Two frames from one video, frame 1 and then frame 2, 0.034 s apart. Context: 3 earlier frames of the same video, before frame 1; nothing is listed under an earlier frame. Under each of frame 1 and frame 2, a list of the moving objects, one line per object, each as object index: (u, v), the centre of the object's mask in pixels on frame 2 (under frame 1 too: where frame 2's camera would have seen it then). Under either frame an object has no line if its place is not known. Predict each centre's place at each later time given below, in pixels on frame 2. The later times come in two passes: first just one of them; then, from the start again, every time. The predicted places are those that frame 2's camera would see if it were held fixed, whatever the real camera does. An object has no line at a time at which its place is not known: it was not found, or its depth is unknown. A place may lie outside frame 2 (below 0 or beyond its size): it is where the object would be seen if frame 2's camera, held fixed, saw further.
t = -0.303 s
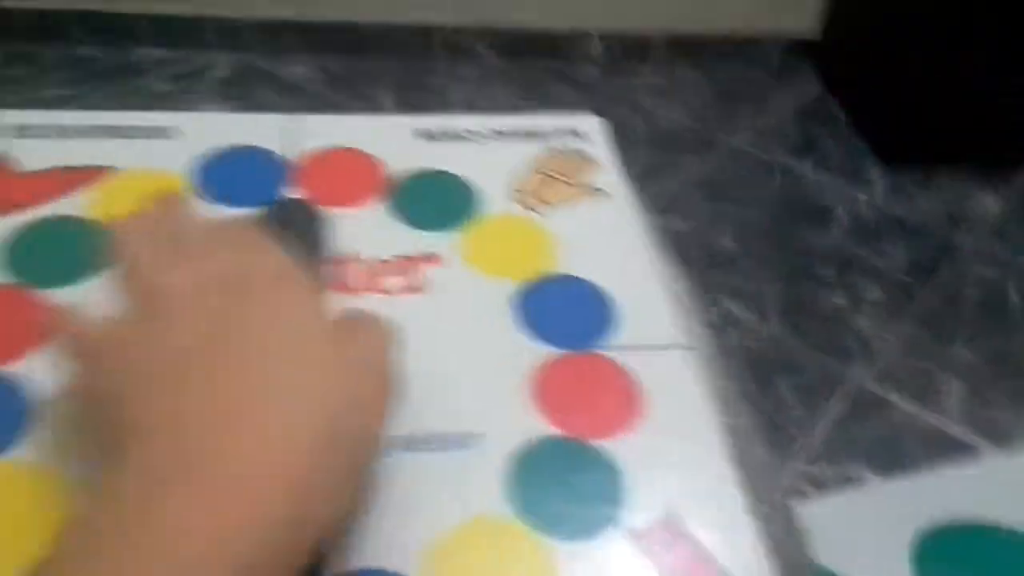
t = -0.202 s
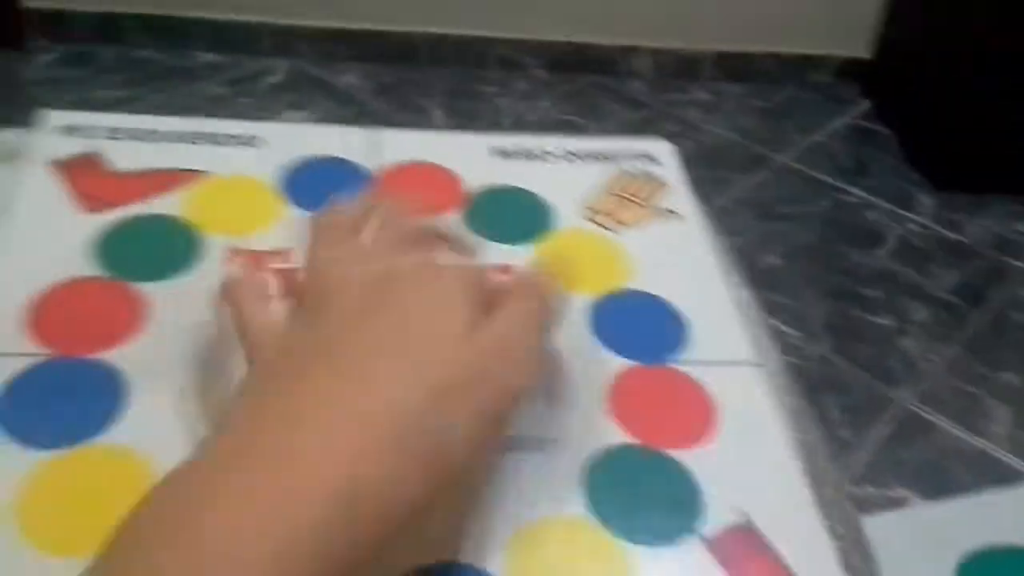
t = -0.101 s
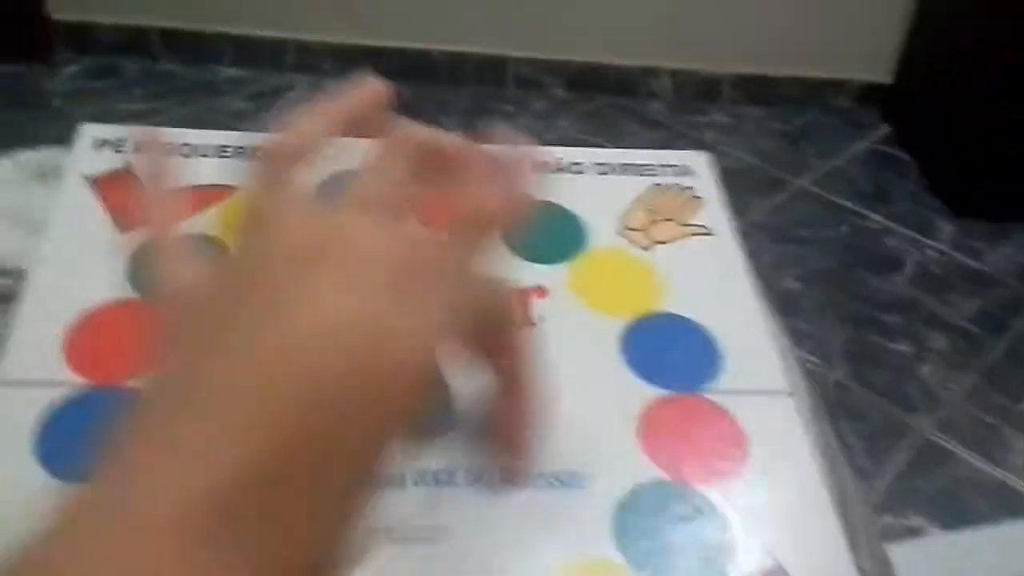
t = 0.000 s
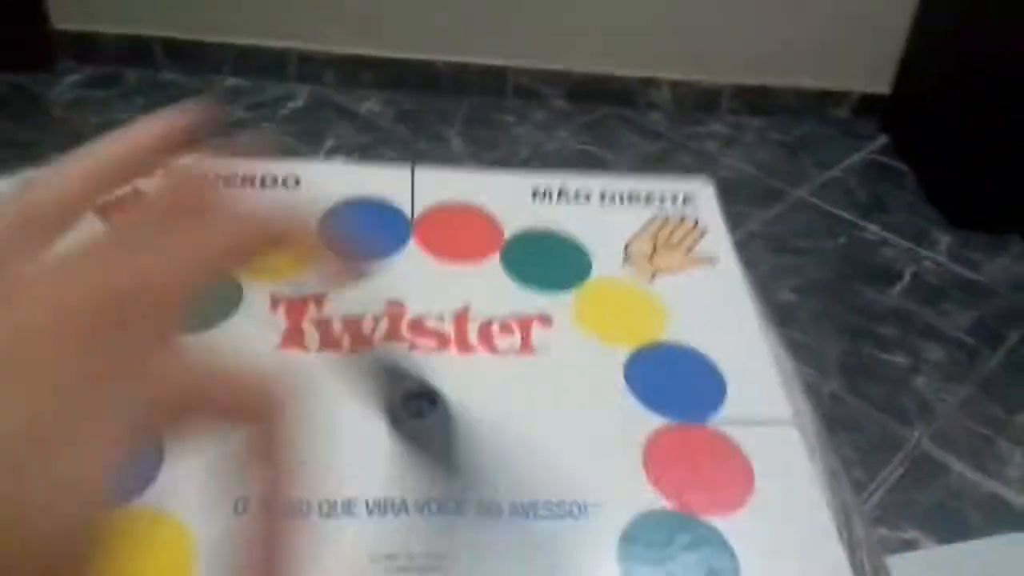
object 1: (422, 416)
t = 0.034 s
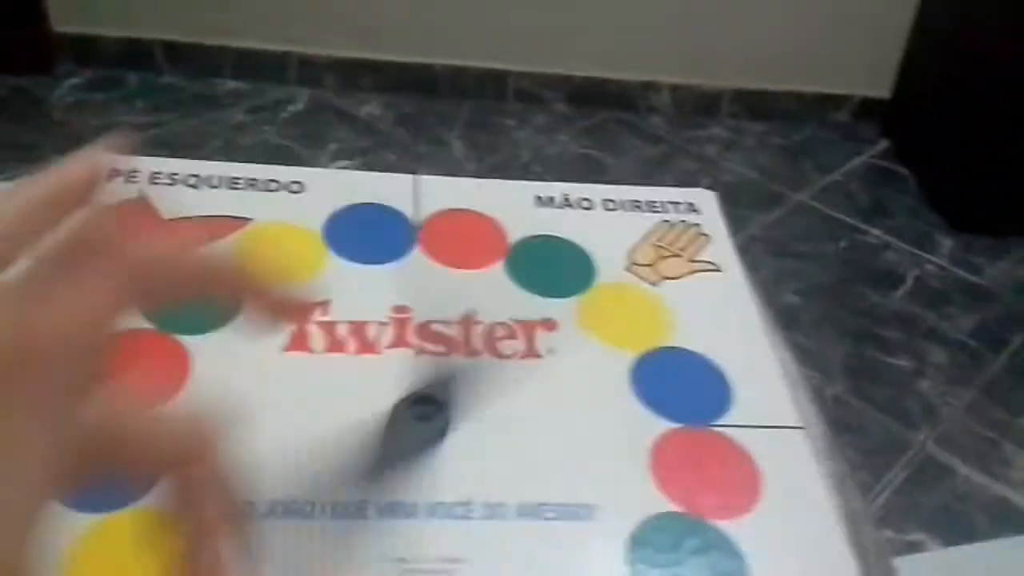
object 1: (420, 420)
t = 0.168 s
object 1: (437, 414)
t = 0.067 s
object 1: (426, 415)
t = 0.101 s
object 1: (424, 420)
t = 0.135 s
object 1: (425, 409)
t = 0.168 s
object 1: (437, 414)
